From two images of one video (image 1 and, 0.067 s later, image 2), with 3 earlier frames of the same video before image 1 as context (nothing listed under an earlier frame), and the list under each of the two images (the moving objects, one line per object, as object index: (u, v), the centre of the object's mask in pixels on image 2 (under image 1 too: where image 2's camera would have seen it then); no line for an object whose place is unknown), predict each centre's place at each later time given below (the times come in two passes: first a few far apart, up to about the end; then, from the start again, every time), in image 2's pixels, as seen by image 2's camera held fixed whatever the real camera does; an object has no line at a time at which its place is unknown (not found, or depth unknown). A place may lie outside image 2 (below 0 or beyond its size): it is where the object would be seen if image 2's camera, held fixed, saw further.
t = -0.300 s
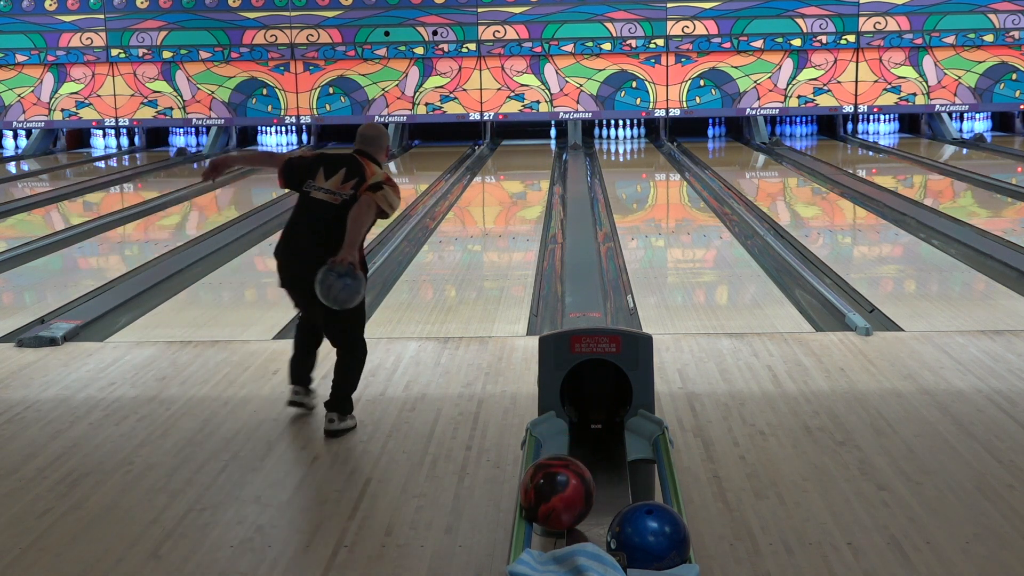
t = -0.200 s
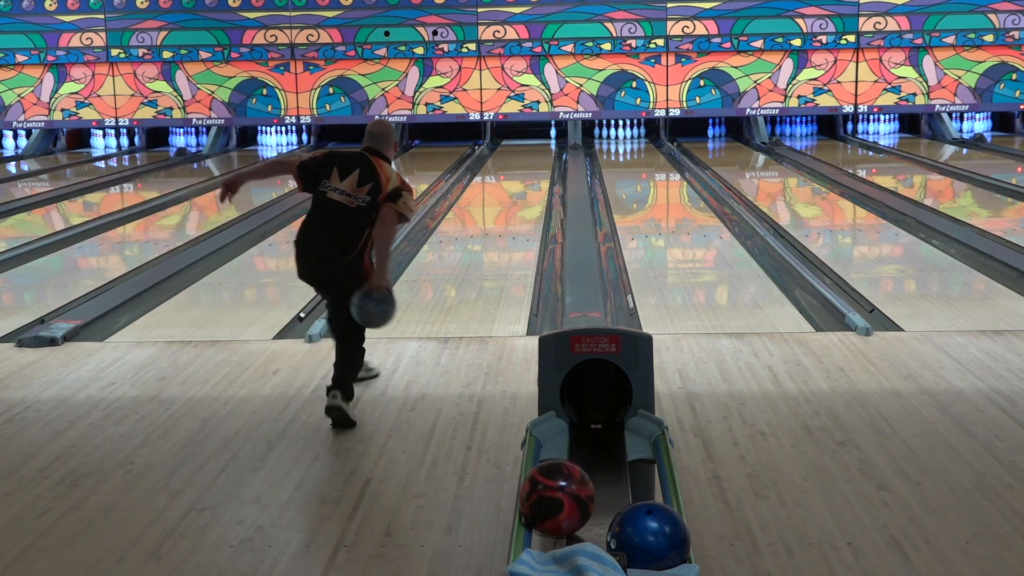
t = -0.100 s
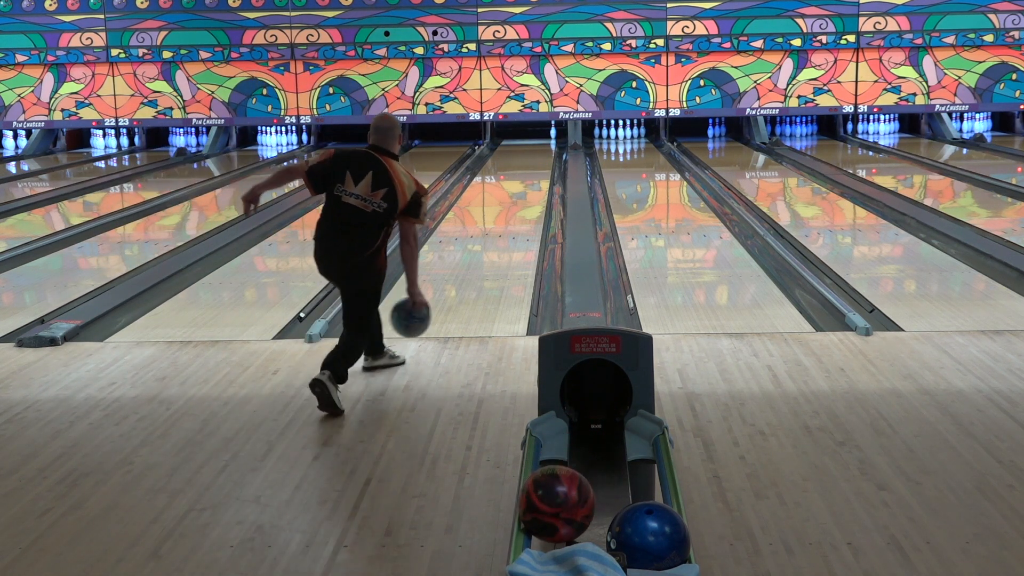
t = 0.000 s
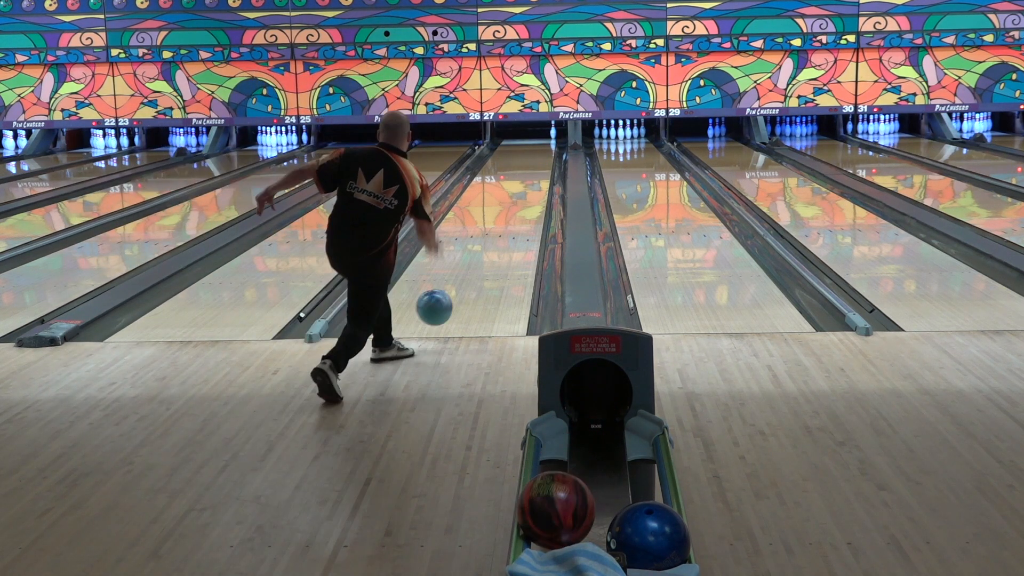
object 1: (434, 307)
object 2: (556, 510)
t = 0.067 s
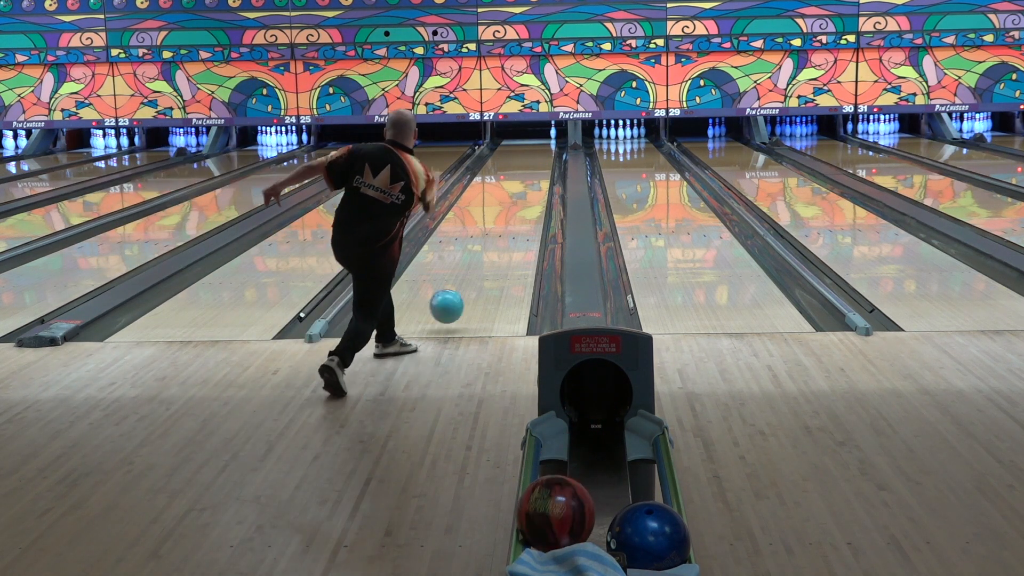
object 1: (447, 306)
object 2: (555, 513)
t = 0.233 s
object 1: (470, 279)
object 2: (554, 519)
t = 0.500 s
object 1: (496, 238)
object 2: (552, 527)
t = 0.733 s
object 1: (512, 213)
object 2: (551, 528)
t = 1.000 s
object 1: (525, 192)
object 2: (551, 528)
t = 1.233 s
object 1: (535, 177)
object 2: (551, 528)
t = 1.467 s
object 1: (541, 165)
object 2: (551, 528)
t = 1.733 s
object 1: (547, 155)
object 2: (551, 528)
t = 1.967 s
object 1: (551, 147)
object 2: (551, 528)
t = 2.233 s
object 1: (553, 139)
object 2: (551, 528)
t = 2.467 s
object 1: (554, 134)
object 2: (551, 528)
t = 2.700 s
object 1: (559, 138)
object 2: (551, 528)
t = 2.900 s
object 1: (559, 139)
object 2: (551, 528)
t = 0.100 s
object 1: (452, 307)
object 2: (555, 515)
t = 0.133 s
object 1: (457, 298)
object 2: (555, 516)
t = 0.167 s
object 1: (461, 291)
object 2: (554, 517)
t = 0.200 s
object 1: (466, 286)
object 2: (554, 518)
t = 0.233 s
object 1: (470, 279)
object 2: (554, 519)
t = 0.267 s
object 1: (473, 273)
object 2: (554, 520)
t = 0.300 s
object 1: (477, 267)
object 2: (553, 521)
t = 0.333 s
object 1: (481, 262)
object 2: (553, 523)
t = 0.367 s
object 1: (484, 257)
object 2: (553, 524)
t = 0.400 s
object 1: (487, 252)
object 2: (552, 525)
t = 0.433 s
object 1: (490, 247)
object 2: (552, 527)
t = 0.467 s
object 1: (493, 242)
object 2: (551, 528)
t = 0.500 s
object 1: (496, 238)
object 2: (552, 527)
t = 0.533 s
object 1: (498, 234)
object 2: (551, 528)
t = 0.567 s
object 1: (501, 230)
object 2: (551, 528)
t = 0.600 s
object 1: (503, 226)
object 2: (551, 528)
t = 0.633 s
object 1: (505, 223)
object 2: (551, 528)
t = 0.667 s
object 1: (508, 220)
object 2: (551, 528)
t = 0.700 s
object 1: (510, 216)
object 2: (551, 528)
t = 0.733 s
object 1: (512, 213)
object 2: (551, 528)
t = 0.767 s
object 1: (514, 210)
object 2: (551, 528)
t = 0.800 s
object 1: (515, 207)
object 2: (551, 528)
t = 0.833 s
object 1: (517, 205)
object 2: (551, 528)
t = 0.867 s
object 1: (519, 201)
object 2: (551, 528)
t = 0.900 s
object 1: (521, 199)
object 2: (551, 528)
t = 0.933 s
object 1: (522, 196)
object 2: (551, 528)
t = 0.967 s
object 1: (524, 194)
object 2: (551, 528)
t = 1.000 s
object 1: (525, 192)
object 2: (551, 528)
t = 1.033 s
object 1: (527, 190)
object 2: (551, 528)
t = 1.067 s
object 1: (528, 187)
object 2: (551, 528)
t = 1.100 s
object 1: (529, 185)
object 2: (551, 528)
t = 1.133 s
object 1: (531, 183)
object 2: (551, 528)
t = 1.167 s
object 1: (532, 181)
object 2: (551, 528)
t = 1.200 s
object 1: (533, 179)
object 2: (551, 528)
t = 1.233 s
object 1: (535, 177)
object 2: (551, 528)
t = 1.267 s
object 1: (536, 175)
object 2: (551, 528)
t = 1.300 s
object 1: (537, 173)
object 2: (551, 528)
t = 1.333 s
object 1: (538, 172)
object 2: (551, 528)
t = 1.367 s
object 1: (539, 170)
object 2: (551, 528)
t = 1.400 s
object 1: (540, 168)
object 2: (551, 528)
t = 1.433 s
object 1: (540, 167)
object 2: (551, 528)
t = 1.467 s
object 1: (541, 165)
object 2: (551, 528)
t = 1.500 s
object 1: (542, 164)
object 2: (551, 528)
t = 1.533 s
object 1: (543, 163)
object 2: (551, 528)
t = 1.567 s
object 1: (544, 162)
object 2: (551, 528)
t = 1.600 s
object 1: (545, 160)
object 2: (551, 528)
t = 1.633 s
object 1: (546, 158)
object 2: (551, 528)
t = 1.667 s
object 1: (546, 157)
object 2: (551, 528)
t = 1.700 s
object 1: (547, 156)
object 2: (551, 528)
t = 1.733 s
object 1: (547, 155)
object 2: (551, 528)
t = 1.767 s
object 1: (548, 154)
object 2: (551, 528)
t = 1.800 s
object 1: (548, 153)
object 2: (551, 528)
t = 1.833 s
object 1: (548, 152)
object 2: (551, 528)
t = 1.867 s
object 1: (549, 151)
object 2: (551, 528)
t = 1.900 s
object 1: (550, 149)
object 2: (551, 528)
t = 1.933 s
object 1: (551, 148)
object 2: (551, 528)
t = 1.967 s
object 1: (551, 147)
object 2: (551, 528)
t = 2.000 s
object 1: (552, 146)
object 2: (551, 528)
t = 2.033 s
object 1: (551, 146)
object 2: (551, 528)
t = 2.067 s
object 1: (552, 144)
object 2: (551, 528)
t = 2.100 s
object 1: (552, 144)
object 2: (551, 528)
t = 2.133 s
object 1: (553, 143)
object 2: (551, 528)
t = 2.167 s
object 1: (553, 141)
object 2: (551, 528)
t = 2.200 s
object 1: (553, 140)
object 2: (551, 528)
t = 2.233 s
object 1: (553, 139)
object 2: (551, 528)
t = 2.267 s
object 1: (553, 139)
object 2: (551, 528)
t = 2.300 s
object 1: (553, 138)
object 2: (551, 528)
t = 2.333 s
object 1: (554, 138)
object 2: (551, 528)
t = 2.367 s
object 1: (554, 136)
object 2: (551, 528)
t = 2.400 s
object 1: (554, 135)
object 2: (551, 528)
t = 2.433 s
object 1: (554, 134)
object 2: (551, 528)
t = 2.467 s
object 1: (554, 134)
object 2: (551, 528)
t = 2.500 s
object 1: (553, 132)
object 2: (551, 528)
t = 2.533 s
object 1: (557, 133)
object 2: (551, 528)
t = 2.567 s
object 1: (557, 133)
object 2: (551, 528)
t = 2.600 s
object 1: (558, 133)
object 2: (551, 528)
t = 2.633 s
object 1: (559, 134)
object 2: (551, 528)
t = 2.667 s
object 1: (560, 138)
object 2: (551, 528)
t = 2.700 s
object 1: (559, 138)
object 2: (551, 528)
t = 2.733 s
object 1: (559, 138)
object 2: (551, 528)
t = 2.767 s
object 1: (560, 138)
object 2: (551, 528)
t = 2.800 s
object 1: (559, 139)
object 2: (551, 528)
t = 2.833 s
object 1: (559, 139)
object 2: (551, 528)
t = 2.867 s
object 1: (559, 139)
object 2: (551, 528)
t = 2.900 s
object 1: (559, 139)
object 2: (551, 528)
